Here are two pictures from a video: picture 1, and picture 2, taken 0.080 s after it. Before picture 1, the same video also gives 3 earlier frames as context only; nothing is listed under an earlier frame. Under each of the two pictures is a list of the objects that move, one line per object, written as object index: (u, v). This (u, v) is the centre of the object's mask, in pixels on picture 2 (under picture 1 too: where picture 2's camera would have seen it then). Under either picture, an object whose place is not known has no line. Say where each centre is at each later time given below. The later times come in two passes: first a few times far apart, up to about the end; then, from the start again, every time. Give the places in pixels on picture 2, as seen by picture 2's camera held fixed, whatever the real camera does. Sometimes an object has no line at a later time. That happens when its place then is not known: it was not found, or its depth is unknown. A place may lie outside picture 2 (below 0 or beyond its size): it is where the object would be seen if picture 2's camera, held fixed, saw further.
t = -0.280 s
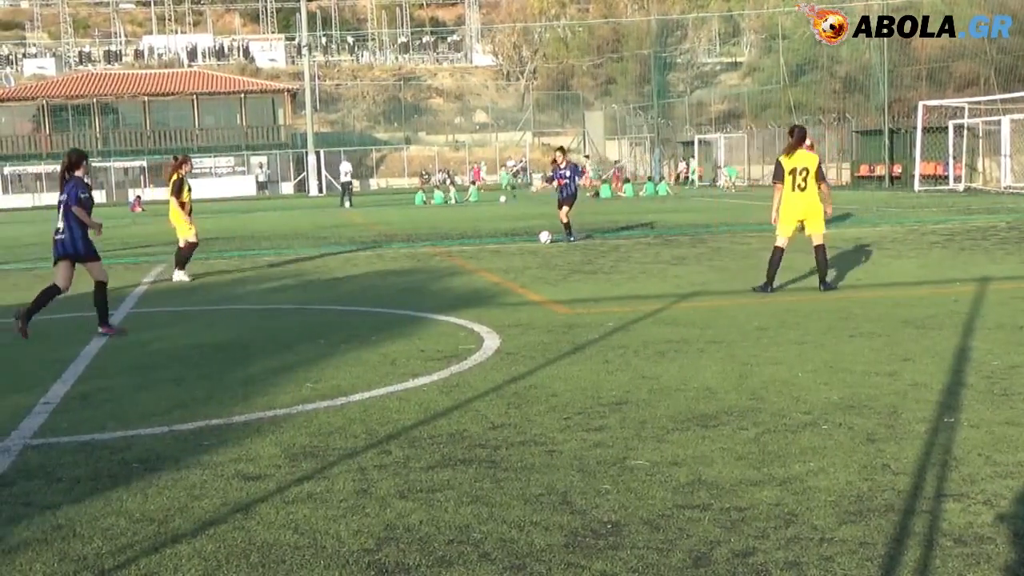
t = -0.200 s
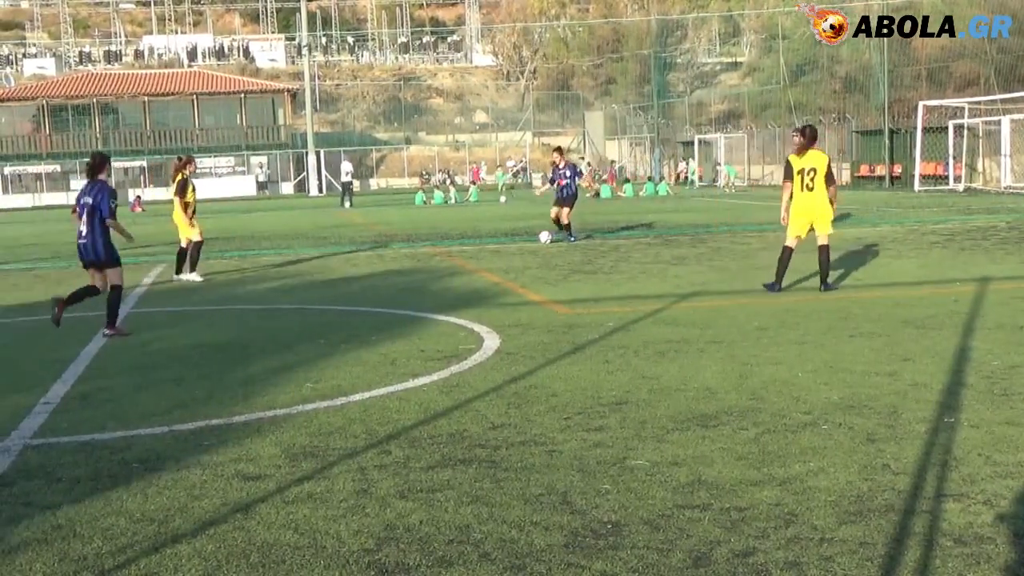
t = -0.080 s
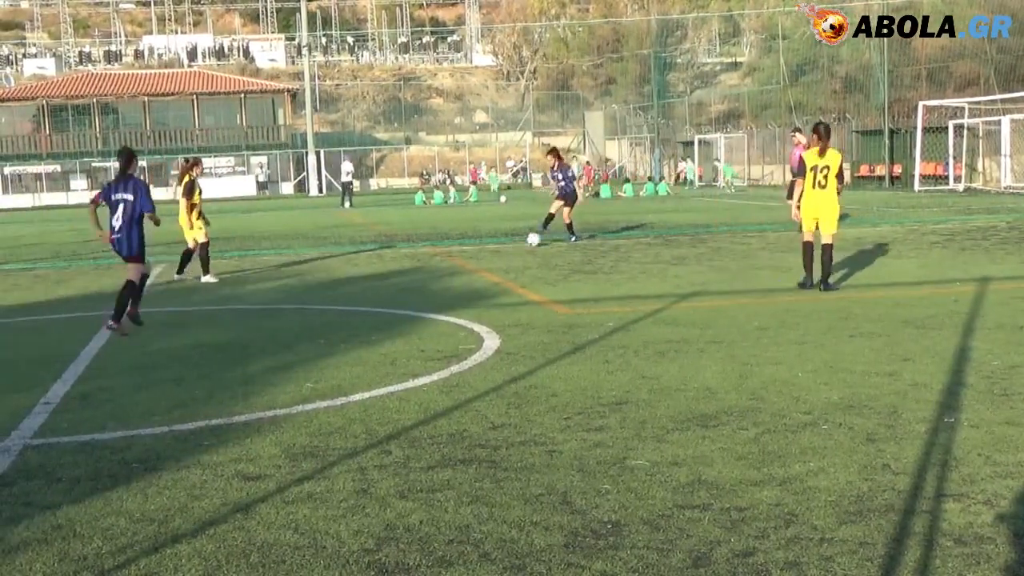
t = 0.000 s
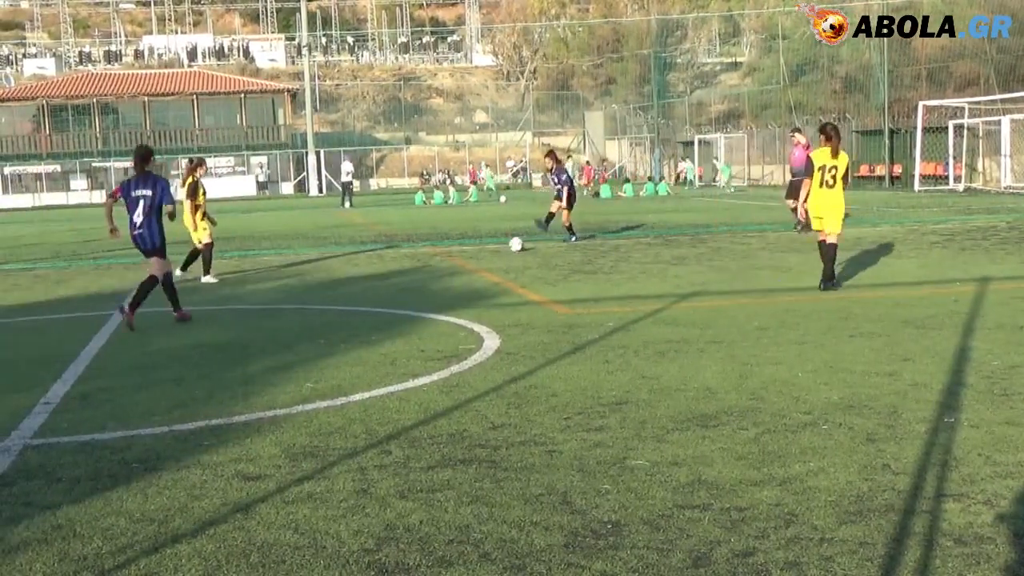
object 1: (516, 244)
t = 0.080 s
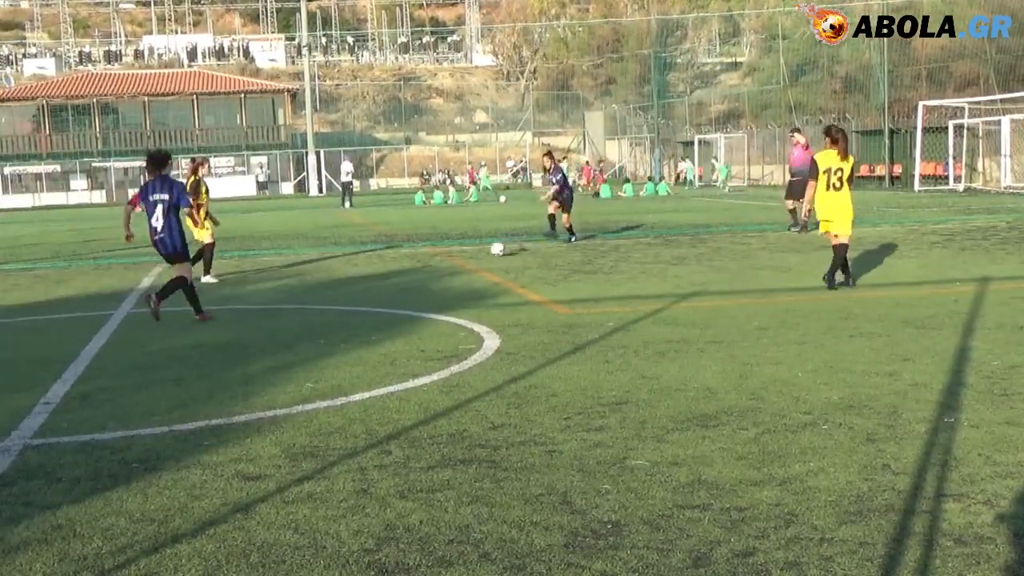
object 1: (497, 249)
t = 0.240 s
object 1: (460, 258)
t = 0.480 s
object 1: (406, 272)
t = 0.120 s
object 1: (489, 250)
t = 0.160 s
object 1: (479, 253)
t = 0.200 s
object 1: (470, 256)
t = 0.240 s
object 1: (460, 258)
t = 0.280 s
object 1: (452, 261)
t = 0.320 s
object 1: (443, 263)
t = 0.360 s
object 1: (433, 266)
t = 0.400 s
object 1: (423, 268)
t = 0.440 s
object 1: (415, 270)
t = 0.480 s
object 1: (406, 272)
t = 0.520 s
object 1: (396, 275)
